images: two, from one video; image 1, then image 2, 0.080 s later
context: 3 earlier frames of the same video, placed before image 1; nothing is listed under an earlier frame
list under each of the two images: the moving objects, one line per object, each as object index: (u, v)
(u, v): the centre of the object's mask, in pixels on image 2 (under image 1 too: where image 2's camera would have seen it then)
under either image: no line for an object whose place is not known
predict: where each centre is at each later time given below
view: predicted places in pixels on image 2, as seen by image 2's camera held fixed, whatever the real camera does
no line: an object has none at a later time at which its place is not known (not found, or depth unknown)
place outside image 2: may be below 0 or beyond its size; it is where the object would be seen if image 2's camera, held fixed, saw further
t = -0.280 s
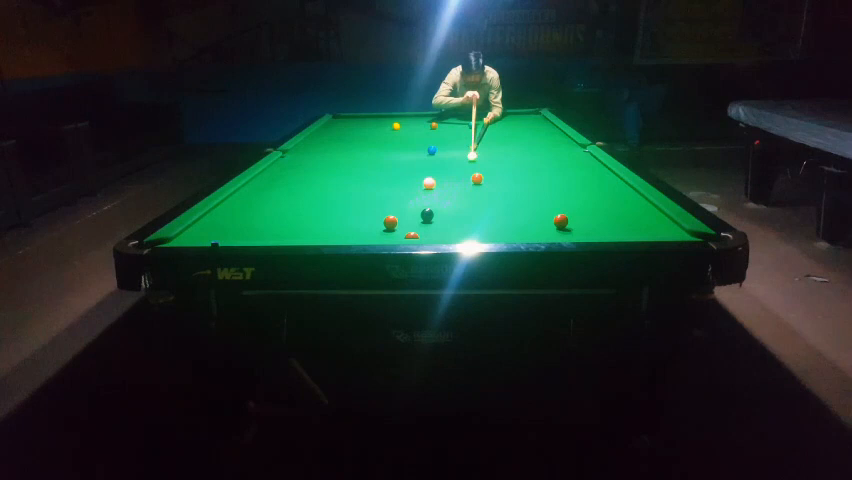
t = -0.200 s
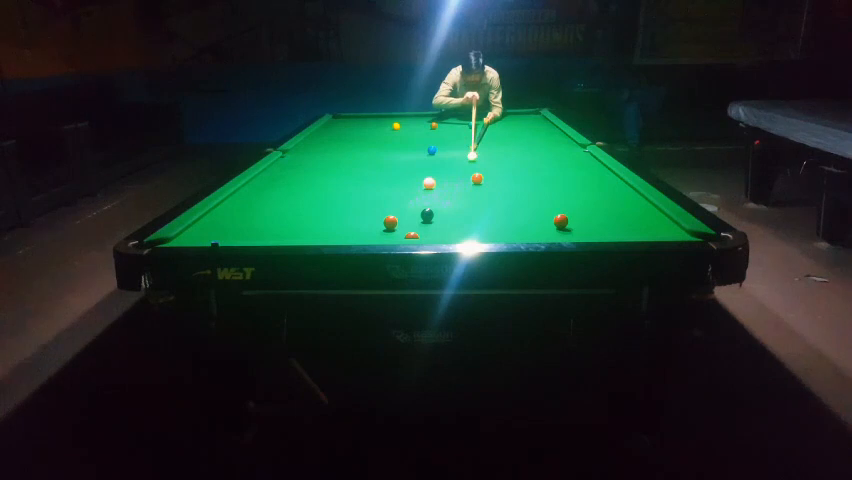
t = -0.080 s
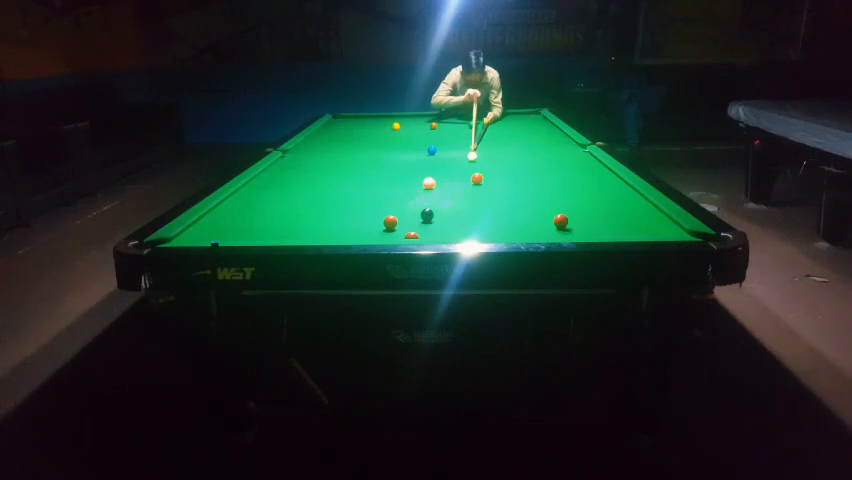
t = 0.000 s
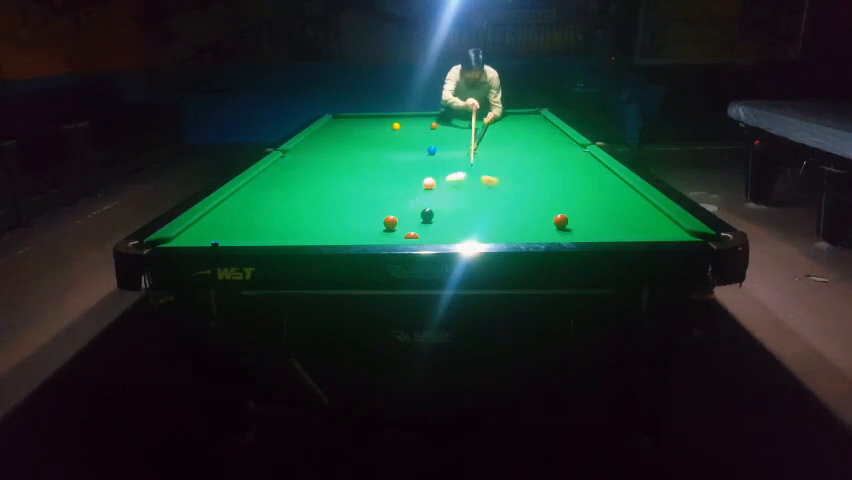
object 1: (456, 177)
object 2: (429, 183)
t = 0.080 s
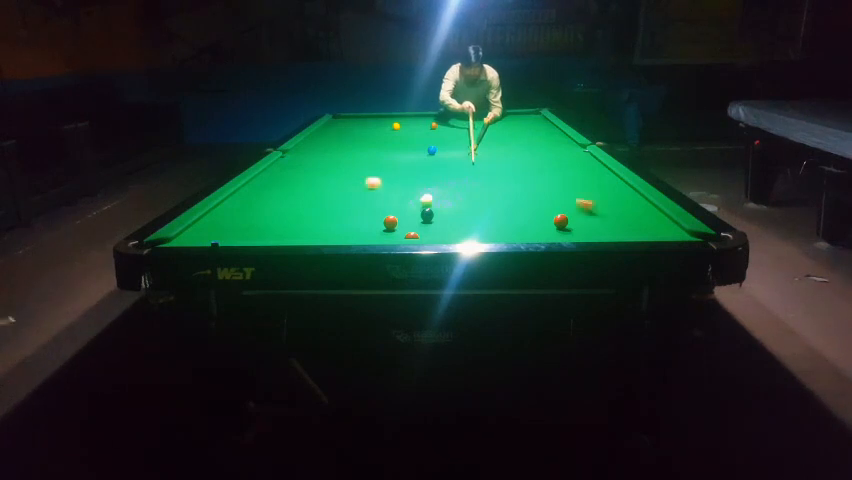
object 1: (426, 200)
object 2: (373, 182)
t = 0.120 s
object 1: (421, 206)
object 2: (355, 182)
